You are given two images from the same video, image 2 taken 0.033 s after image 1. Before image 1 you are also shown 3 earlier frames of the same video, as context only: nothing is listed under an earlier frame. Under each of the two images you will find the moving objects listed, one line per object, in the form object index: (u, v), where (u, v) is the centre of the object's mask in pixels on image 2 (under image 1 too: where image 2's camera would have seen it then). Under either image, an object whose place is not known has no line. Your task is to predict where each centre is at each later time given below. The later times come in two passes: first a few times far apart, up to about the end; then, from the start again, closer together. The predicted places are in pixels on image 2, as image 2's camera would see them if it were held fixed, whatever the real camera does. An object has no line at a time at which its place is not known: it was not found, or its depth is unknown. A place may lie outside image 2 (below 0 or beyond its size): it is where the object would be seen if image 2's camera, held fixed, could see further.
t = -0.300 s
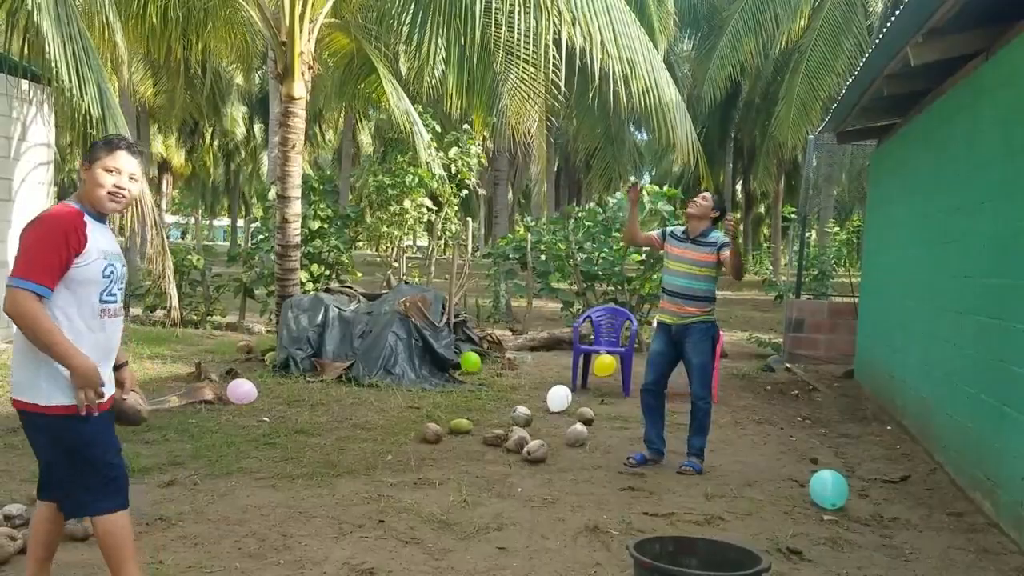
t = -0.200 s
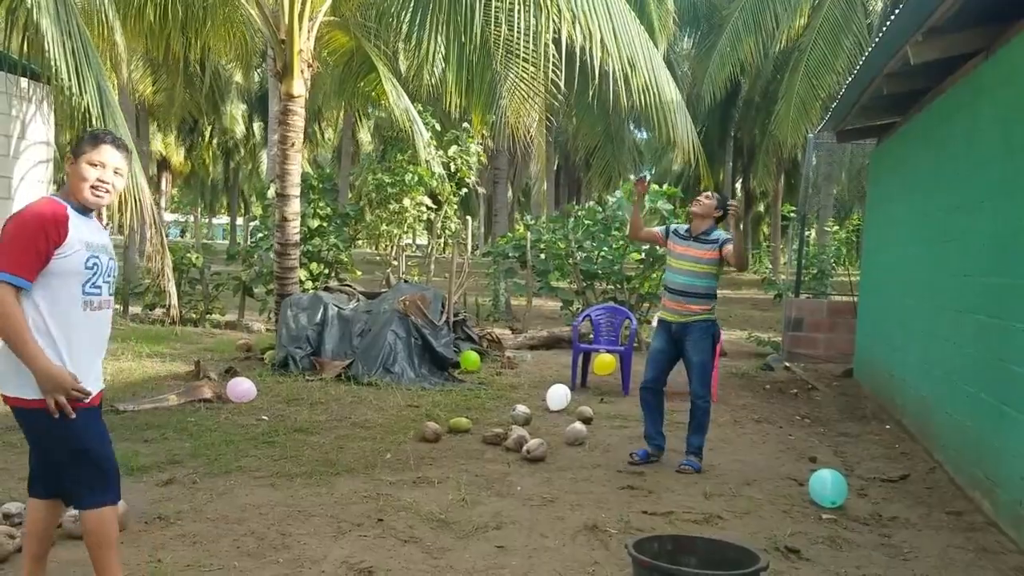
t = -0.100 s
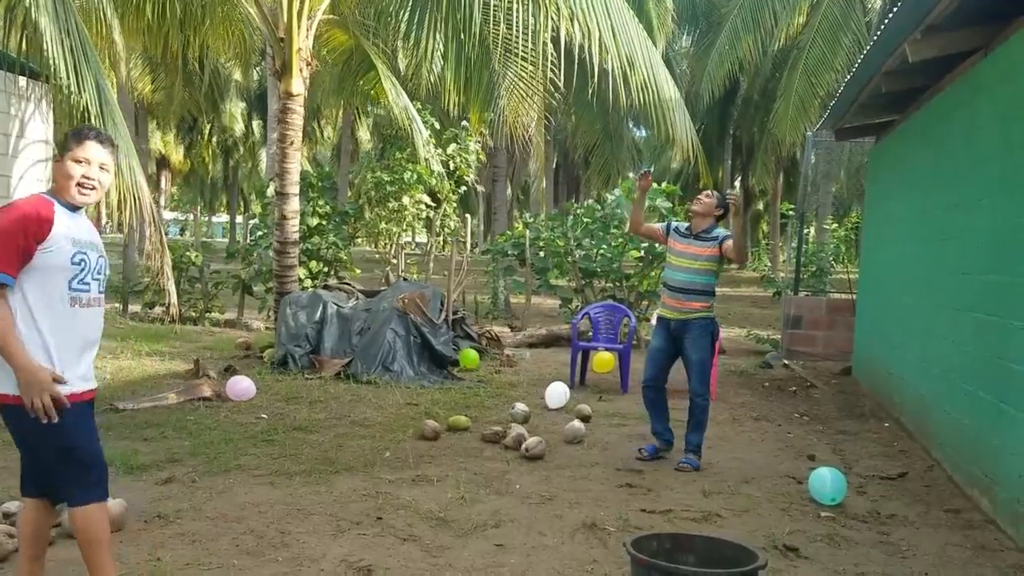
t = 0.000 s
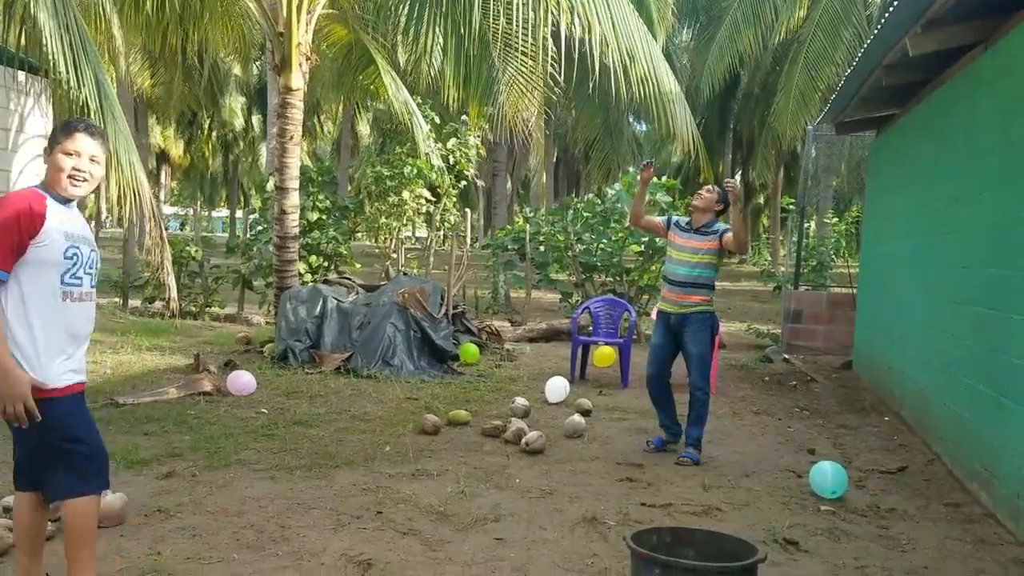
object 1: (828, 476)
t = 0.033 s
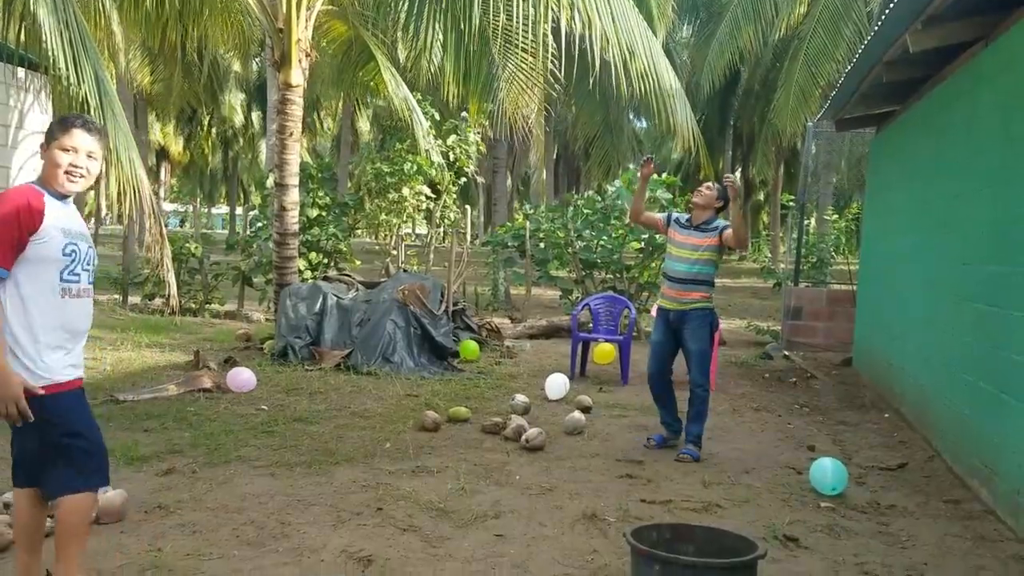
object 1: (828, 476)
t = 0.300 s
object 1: (833, 477)
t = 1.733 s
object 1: (870, 485)
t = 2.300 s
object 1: (873, 485)
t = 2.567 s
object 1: (873, 485)
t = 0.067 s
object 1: (829, 476)
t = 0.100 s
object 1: (829, 476)
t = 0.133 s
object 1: (829, 476)
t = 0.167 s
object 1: (830, 476)
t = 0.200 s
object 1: (831, 476)
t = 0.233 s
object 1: (831, 476)
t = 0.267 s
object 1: (832, 477)
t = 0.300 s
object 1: (833, 477)
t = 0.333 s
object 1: (835, 477)
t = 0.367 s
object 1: (836, 477)
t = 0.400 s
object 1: (837, 478)
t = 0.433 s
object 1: (838, 478)
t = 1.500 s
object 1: (864, 483)
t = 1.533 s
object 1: (864, 483)
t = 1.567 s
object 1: (865, 483)
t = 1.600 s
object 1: (866, 484)
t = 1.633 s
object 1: (867, 484)
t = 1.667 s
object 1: (868, 484)
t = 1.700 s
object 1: (869, 485)
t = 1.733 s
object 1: (870, 485)
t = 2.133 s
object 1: (876, 486)
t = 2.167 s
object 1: (875, 486)
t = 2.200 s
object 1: (875, 486)
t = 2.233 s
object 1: (874, 486)
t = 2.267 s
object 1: (873, 486)
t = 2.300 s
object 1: (873, 485)
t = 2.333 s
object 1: (873, 485)
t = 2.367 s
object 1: (873, 485)
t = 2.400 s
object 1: (873, 485)
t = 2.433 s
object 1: (873, 485)
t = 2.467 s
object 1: (873, 485)
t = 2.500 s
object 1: (873, 485)
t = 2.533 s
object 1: (873, 485)
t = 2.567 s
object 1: (873, 485)
